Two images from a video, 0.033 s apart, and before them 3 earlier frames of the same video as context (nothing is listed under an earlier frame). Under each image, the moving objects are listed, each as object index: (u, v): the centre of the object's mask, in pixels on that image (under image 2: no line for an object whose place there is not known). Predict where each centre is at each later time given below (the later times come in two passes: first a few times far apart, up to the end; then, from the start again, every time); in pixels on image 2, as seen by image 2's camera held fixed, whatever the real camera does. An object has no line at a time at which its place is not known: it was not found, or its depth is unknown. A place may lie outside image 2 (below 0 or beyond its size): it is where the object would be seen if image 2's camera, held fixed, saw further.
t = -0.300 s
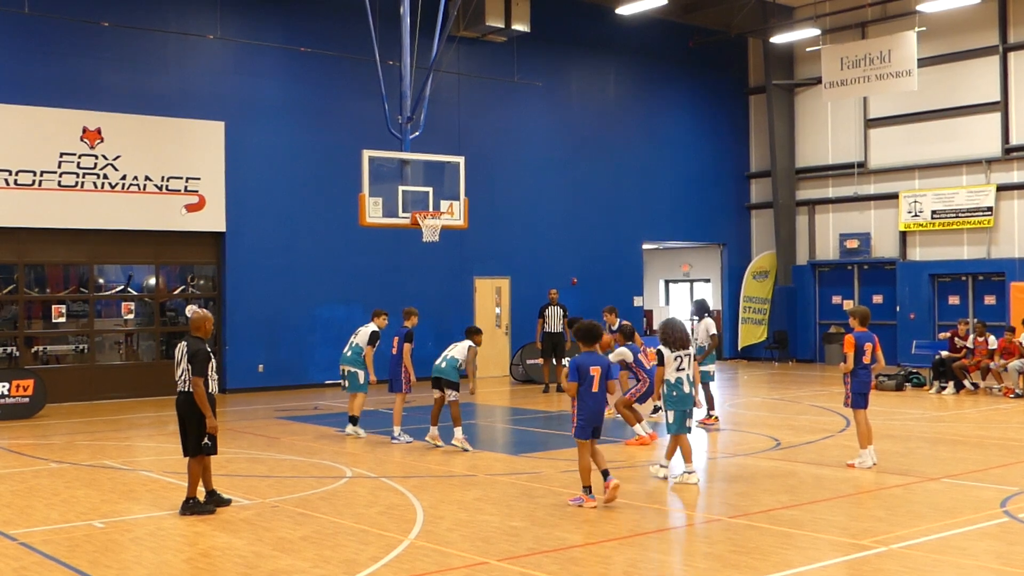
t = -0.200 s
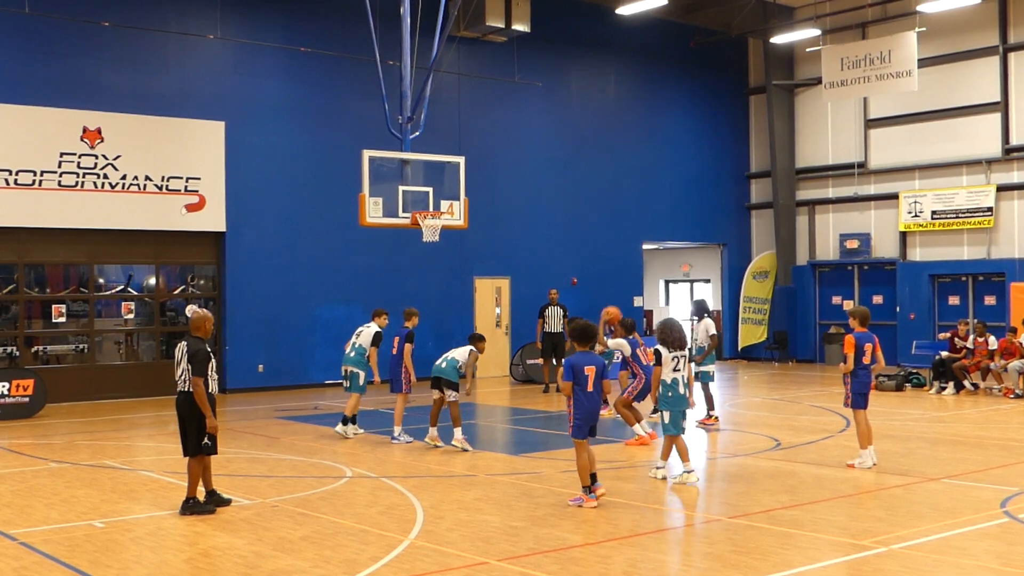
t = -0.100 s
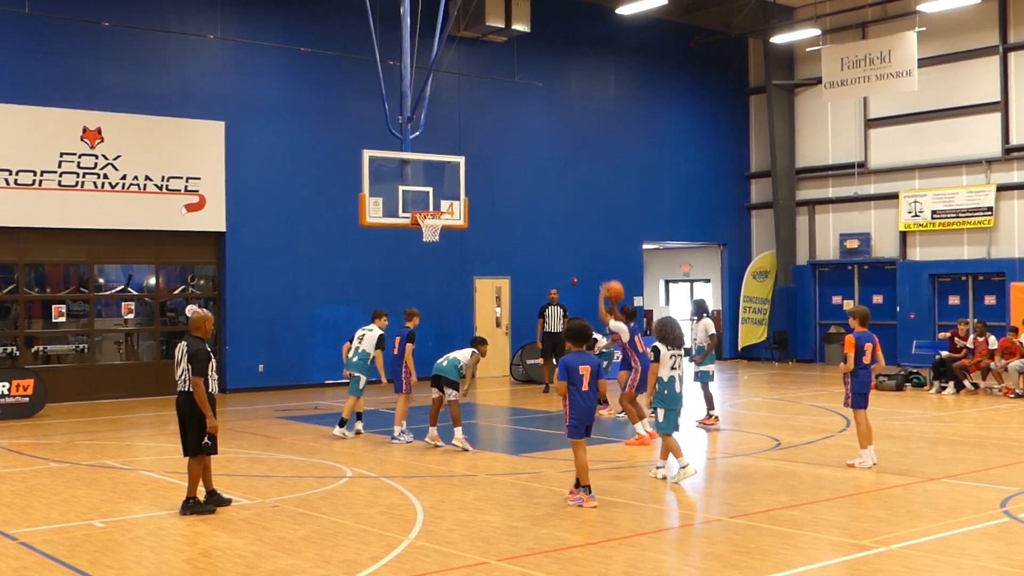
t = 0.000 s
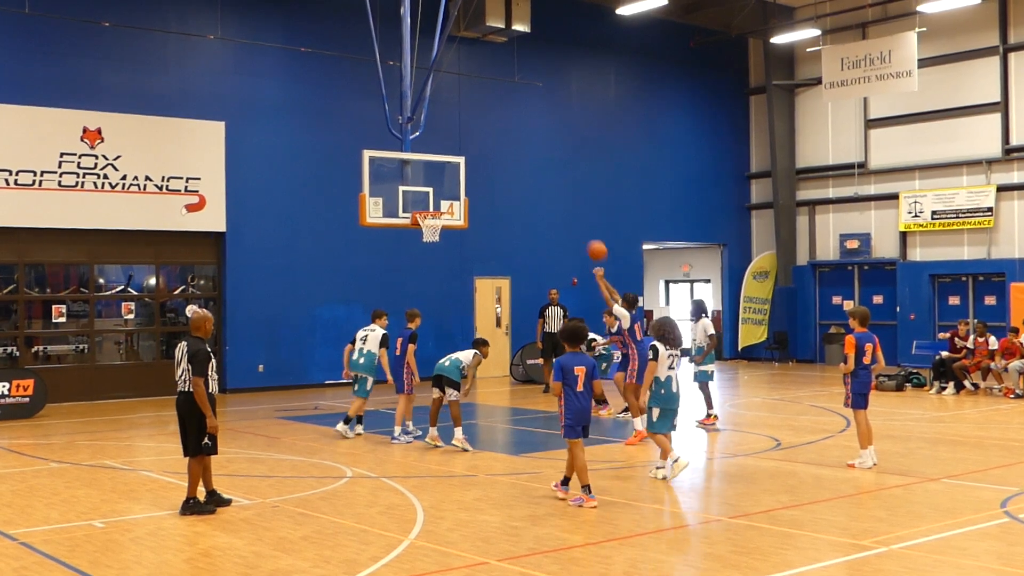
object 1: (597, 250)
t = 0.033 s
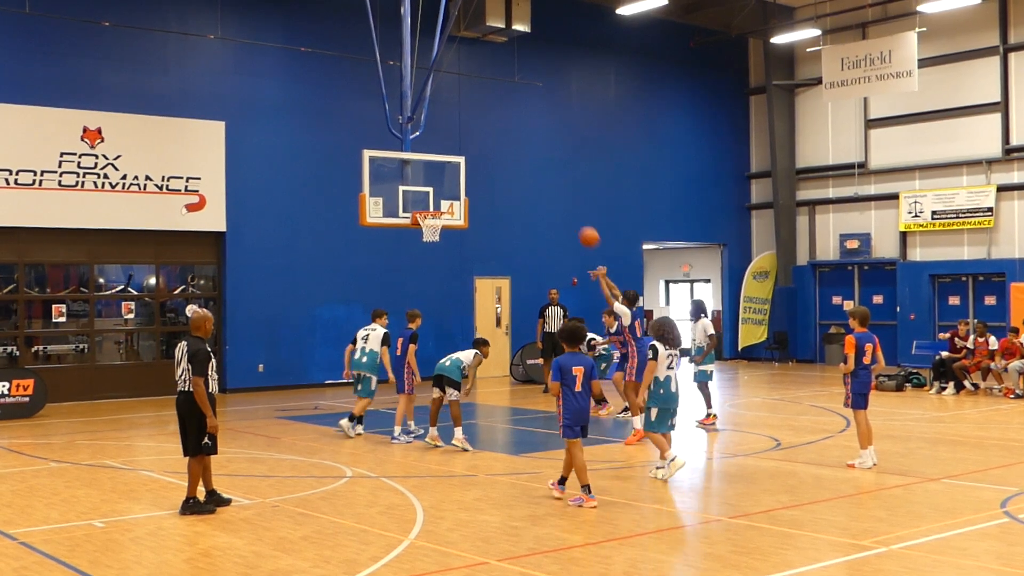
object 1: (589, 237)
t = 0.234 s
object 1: (545, 176)
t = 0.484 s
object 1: (496, 146)
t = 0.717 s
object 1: (454, 157)
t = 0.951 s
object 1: (417, 202)
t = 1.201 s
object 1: (420, 185)
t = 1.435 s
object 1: (430, 199)
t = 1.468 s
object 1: (431, 204)
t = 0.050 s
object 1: (585, 230)
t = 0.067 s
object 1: (582, 224)
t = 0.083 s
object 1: (577, 218)
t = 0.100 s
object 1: (574, 212)
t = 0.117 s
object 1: (570, 207)
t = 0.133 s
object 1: (566, 202)
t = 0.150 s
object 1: (563, 197)
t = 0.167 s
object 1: (559, 192)
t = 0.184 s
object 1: (555, 188)
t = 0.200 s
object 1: (552, 184)
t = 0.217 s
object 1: (548, 180)
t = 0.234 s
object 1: (545, 176)
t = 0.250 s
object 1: (541, 172)
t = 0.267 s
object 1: (538, 169)
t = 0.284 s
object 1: (534, 166)
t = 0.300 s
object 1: (531, 163)
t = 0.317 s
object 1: (527, 161)
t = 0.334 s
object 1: (525, 158)
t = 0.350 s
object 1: (521, 156)
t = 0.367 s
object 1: (518, 154)
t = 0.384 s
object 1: (515, 152)
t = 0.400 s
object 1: (511, 151)
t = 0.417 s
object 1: (508, 149)
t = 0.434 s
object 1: (505, 148)
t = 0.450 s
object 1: (502, 147)
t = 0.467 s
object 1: (499, 146)
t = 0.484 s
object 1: (496, 146)
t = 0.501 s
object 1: (493, 145)
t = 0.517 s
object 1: (489, 145)
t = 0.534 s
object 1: (486, 145)
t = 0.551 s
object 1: (484, 145)
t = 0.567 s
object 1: (481, 146)
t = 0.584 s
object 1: (477, 146)
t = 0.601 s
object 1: (474, 147)
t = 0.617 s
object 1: (472, 148)
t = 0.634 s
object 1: (469, 149)
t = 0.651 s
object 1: (466, 150)
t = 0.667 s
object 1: (463, 151)
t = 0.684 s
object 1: (460, 153)
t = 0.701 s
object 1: (457, 155)
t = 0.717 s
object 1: (454, 157)
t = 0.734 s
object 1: (451, 159)
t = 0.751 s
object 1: (449, 161)
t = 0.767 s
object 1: (445, 165)
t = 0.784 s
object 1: (443, 167)
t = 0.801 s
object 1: (441, 169)
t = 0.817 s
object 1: (438, 173)
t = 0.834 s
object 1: (435, 175)
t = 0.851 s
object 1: (433, 178)
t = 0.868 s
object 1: (430, 182)
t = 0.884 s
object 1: (427, 186)
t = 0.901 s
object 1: (425, 190)
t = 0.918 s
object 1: (421, 194)
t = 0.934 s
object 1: (419, 199)
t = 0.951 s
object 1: (417, 202)
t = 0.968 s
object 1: (414, 205)
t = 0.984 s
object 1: (413, 204)
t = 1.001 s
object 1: (412, 201)
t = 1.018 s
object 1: (413, 199)
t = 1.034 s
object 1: (414, 197)
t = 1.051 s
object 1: (415, 195)
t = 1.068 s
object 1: (415, 193)
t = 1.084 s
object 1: (416, 191)
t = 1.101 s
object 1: (417, 190)
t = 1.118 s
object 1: (417, 189)
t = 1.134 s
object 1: (418, 188)
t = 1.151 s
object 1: (418, 187)
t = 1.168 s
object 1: (419, 186)
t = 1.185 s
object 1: (420, 185)
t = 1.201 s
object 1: (420, 185)
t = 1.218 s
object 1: (421, 185)
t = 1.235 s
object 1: (422, 185)
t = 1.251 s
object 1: (422, 185)
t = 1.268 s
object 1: (423, 185)
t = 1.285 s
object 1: (424, 186)
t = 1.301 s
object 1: (424, 186)
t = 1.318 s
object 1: (425, 187)
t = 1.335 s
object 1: (426, 188)
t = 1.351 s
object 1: (426, 190)
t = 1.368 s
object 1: (427, 191)
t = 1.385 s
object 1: (427, 193)
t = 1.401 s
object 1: (429, 195)
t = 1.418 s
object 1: (429, 197)
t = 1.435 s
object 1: (430, 199)
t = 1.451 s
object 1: (431, 201)
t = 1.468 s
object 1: (431, 204)
